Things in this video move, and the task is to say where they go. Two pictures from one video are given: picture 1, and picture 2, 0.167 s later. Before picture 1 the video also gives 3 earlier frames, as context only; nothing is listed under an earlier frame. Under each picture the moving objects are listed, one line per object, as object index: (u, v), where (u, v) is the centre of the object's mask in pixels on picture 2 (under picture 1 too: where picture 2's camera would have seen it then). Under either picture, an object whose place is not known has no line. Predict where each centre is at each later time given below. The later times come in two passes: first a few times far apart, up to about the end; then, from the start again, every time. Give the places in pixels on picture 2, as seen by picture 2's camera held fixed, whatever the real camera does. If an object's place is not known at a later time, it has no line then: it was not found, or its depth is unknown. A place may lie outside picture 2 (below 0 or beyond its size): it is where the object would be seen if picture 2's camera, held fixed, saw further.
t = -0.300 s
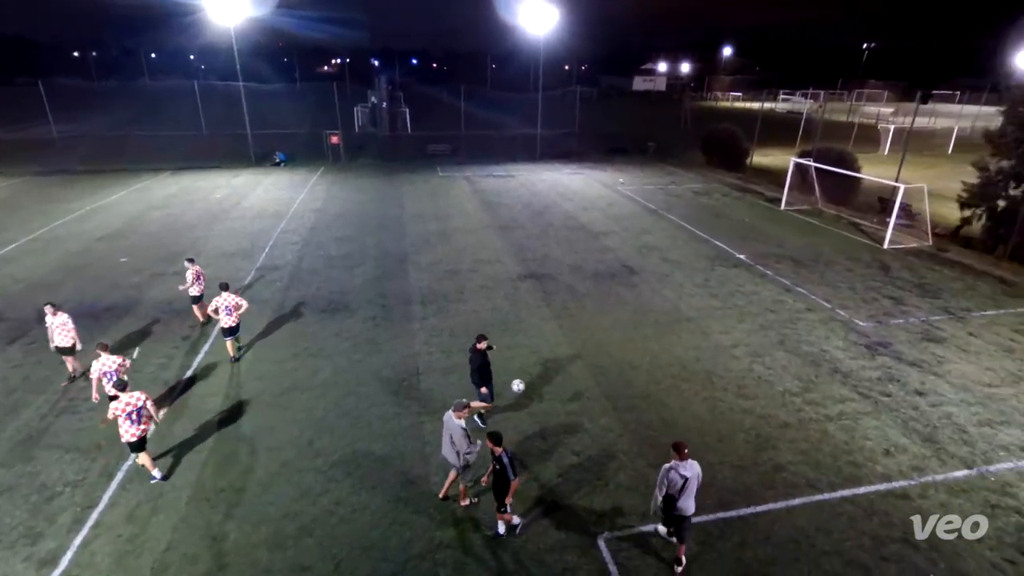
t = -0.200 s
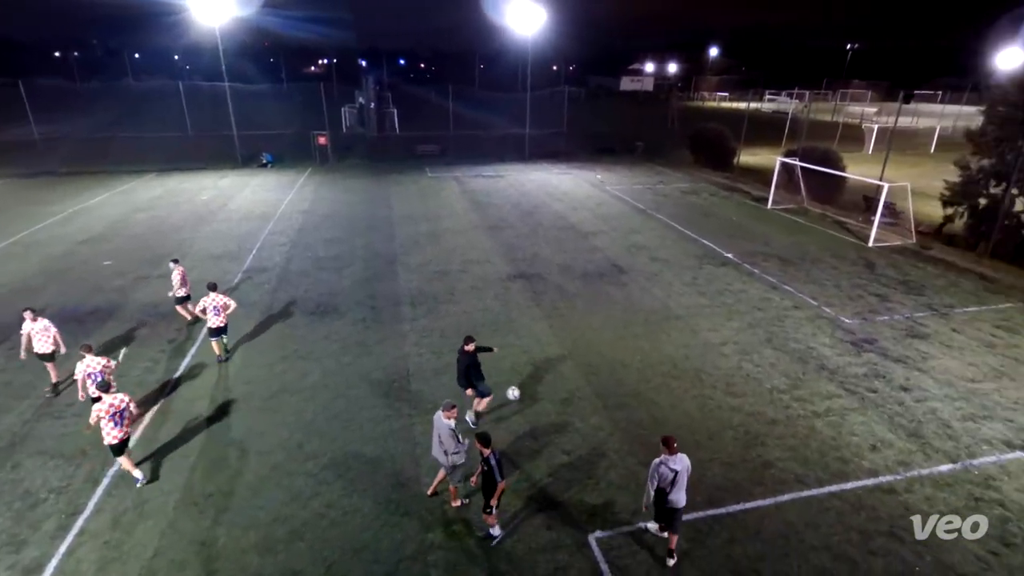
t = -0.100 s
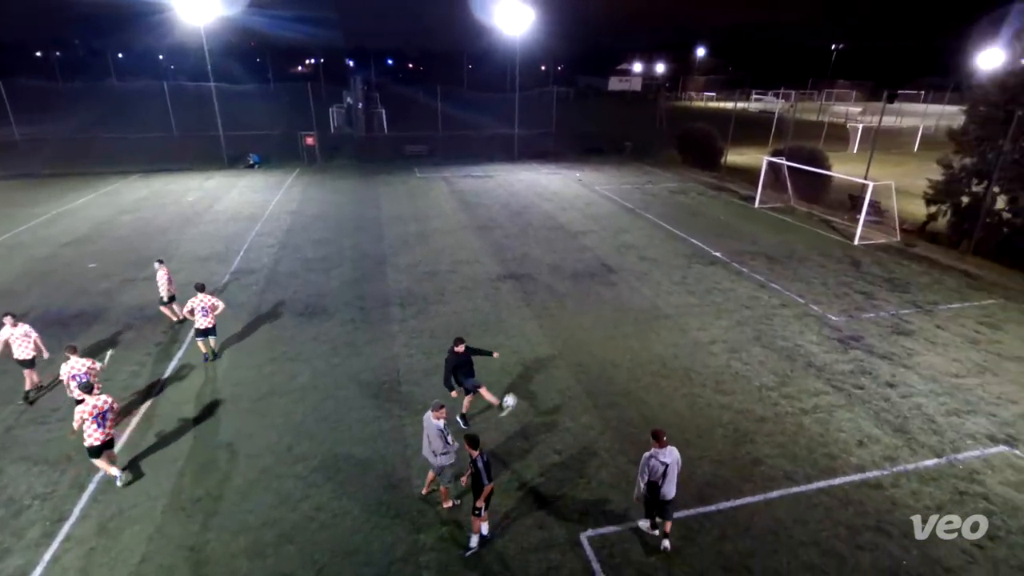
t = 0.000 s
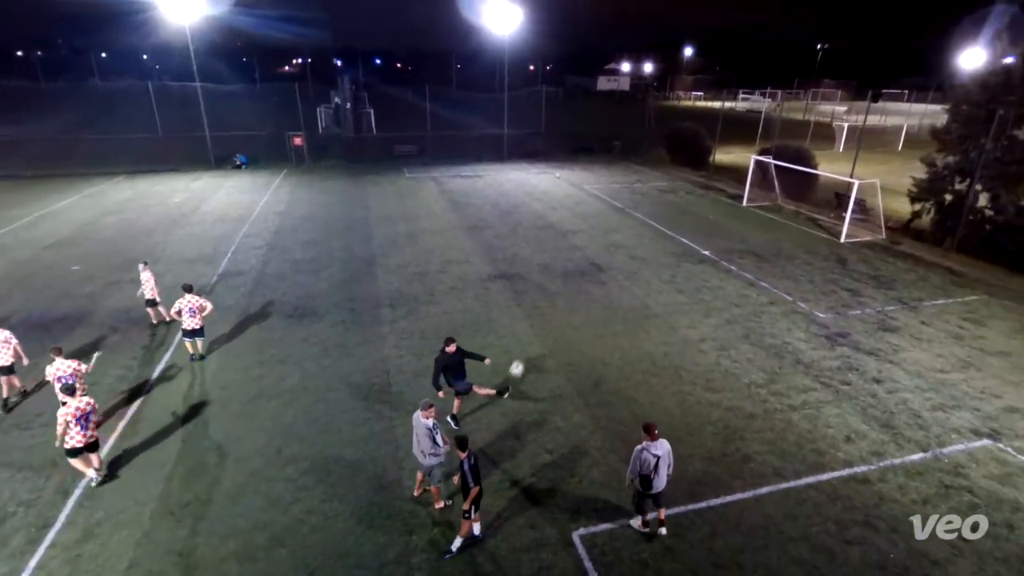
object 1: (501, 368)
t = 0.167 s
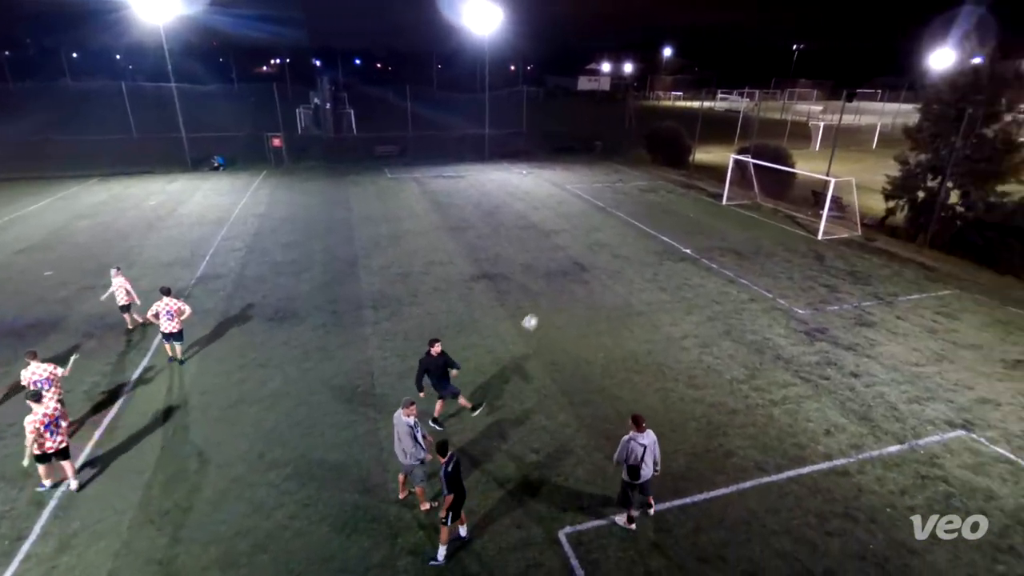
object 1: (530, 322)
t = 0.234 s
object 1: (542, 306)
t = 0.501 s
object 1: (590, 271)
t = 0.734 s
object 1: (630, 277)
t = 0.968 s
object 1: (667, 317)
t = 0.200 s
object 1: (535, 314)
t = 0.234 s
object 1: (542, 306)
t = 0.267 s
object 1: (548, 300)
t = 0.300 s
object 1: (554, 294)
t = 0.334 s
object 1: (560, 288)
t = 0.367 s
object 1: (566, 283)
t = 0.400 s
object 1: (572, 280)
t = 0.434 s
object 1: (578, 276)
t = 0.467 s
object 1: (584, 274)
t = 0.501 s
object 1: (590, 271)
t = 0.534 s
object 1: (596, 270)
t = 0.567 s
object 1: (602, 269)
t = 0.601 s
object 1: (608, 270)
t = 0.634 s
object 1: (614, 271)
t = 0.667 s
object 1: (619, 272)
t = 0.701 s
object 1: (625, 274)
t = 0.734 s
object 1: (630, 277)
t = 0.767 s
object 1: (636, 281)
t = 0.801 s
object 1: (641, 285)
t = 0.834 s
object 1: (646, 290)
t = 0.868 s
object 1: (652, 296)
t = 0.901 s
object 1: (657, 302)
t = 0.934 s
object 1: (662, 309)
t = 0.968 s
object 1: (667, 317)
